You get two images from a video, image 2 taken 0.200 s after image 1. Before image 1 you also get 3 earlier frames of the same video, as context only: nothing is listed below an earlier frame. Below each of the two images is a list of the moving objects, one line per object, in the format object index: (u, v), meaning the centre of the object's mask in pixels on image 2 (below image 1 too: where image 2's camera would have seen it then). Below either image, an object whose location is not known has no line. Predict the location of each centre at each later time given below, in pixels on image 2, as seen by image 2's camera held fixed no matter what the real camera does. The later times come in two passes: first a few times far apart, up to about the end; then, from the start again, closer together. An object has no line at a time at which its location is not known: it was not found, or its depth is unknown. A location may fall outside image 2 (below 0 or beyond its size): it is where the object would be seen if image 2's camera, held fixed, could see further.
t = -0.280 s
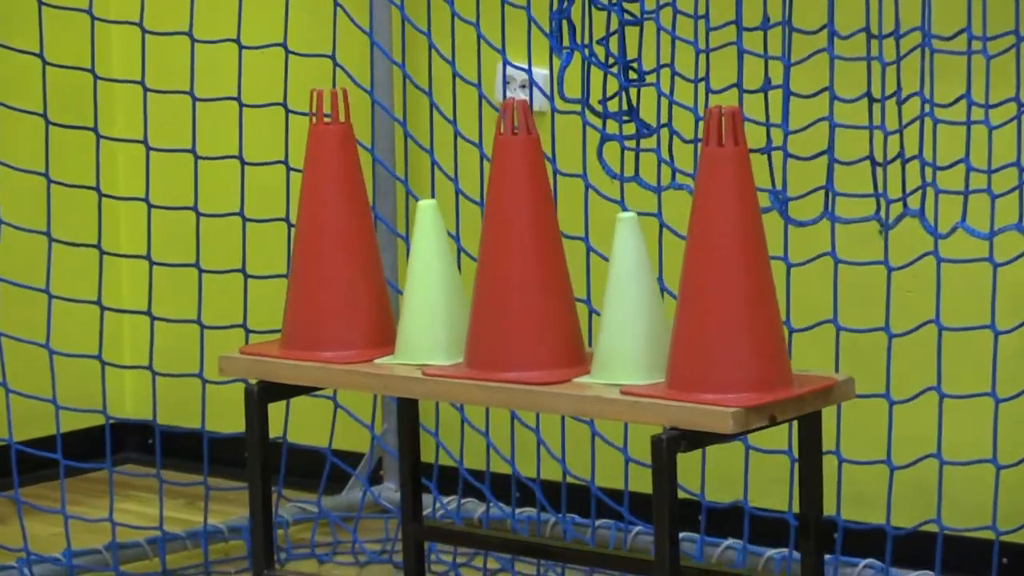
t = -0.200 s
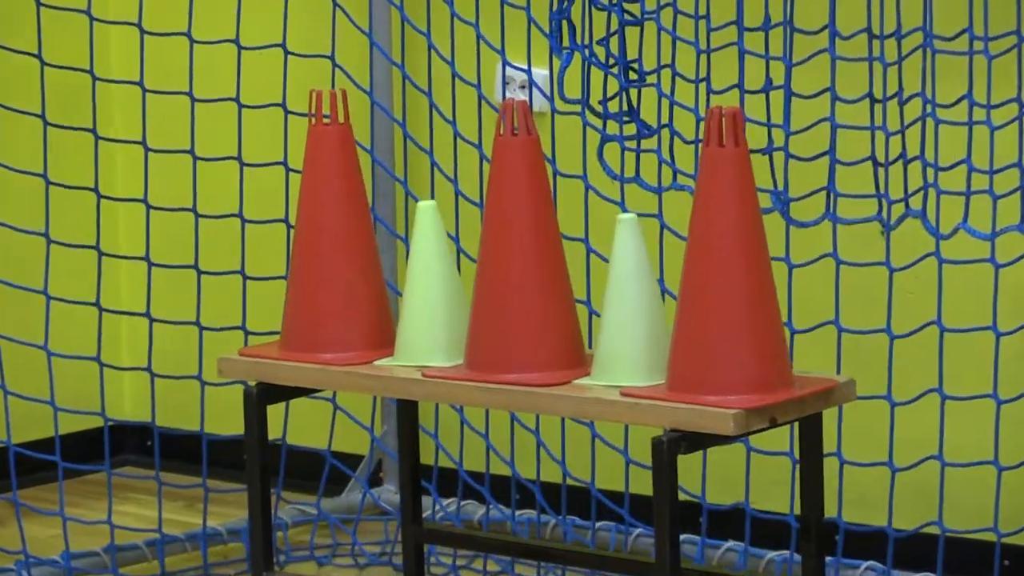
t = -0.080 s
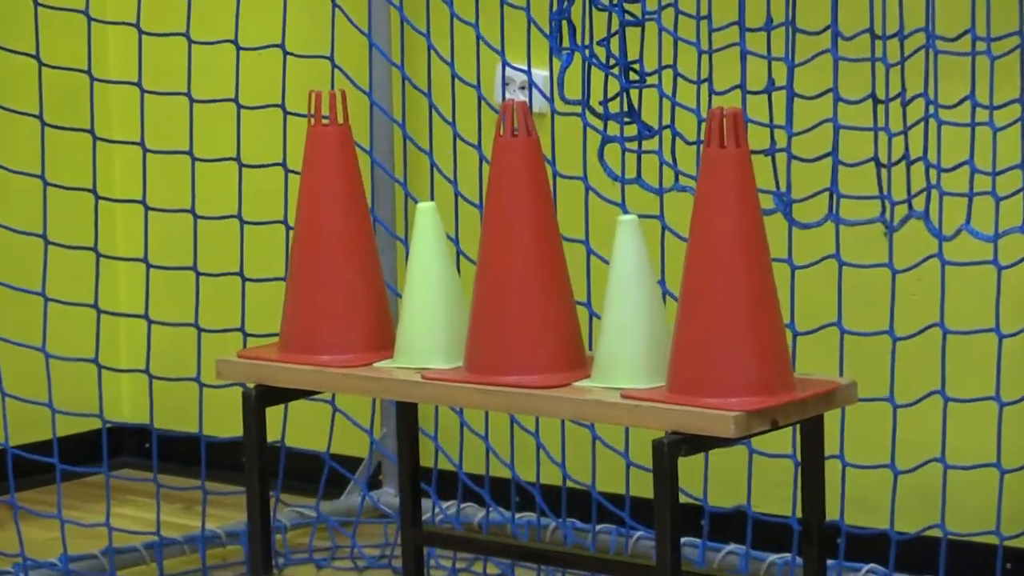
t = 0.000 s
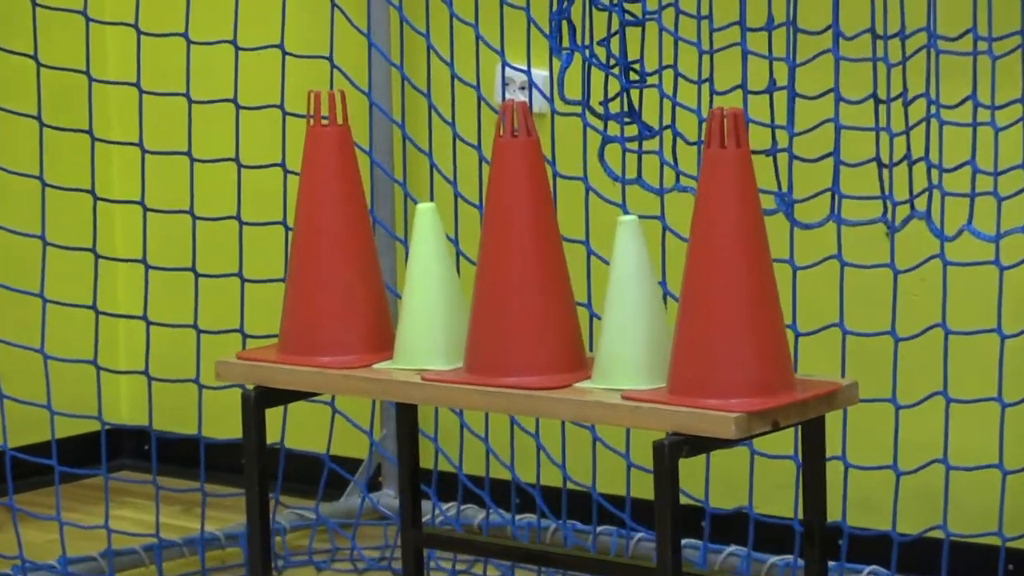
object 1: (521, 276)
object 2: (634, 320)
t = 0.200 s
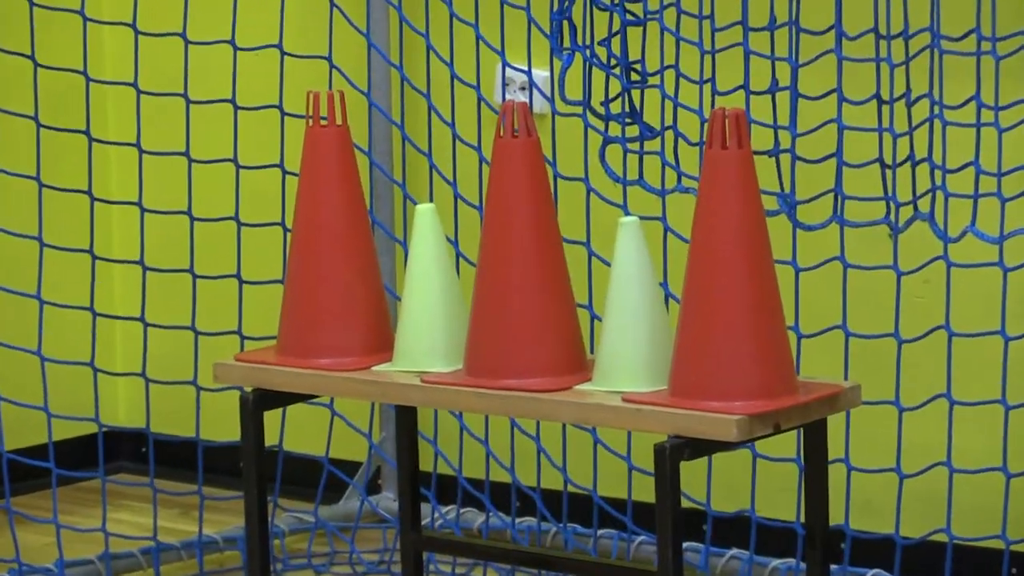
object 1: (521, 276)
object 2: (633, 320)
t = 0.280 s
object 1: (520, 276)
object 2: (632, 320)
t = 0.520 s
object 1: (618, 205)
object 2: (649, 313)
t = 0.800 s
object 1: (899, 256)
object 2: (689, 301)
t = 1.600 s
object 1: (752, 535)
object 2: (689, 303)
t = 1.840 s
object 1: (749, 539)
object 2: (689, 303)
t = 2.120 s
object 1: (756, 544)
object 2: (689, 303)
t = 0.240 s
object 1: (521, 276)
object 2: (633, 320)
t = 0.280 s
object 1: (520, 276)
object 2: (632, 320)
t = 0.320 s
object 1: (520, 276)
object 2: (632, 320)
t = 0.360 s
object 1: (520, 276)
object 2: (632, 320)
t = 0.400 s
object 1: (520, 277)
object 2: (632, 320)
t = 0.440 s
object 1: (520, 277)
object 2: (632, 320)
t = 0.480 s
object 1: (555, 281)
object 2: (636, 317)
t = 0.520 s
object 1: (618, 205)
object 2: (649, 313)
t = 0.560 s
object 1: (676, 190)
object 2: (660, 308)
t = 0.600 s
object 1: (800, 126)
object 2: (671, 302)
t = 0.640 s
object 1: (837, 169)
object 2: (679, 305)
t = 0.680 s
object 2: (681, 299)
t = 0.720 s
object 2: (684, 298)
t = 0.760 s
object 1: (887, 235)
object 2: (687, 301)
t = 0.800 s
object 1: (899, 256)
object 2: (689, 301)
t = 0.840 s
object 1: (912, 276)
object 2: (689, 302)
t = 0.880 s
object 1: (930, 298)
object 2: (690, 302)
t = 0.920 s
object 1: (948, 311)
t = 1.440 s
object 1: (829, 505)
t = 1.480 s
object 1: (798, 521)
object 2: (689, 303)
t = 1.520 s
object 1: (761, 528)
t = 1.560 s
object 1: (756, 533)
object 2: (689, 303)
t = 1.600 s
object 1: (752, 535)
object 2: (689, 303)
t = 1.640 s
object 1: (746, 537)
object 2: (689, 303)
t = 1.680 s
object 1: (744, 536)
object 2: (689, 303)
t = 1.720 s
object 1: (744, 537)
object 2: (689, 303)
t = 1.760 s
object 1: (746, 538)
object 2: (688, 303)
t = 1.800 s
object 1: (748, 538)
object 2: (689, 303)
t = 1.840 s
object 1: (749, 539)
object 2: (689, 303)
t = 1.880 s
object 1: (750, 541)
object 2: (689, 303)
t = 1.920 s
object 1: (753, 542)
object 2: (689, 303)
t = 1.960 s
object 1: (753, 542)
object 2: (689, 303)
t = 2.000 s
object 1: (754, 543)
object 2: (689, 303)
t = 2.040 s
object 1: (754, 544)
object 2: (689, 303)
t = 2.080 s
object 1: (755, 544)
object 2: (689, 303)
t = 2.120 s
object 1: (756, 544)
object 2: (689, 303)
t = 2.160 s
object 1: (757, 545)
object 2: (689, 303)
